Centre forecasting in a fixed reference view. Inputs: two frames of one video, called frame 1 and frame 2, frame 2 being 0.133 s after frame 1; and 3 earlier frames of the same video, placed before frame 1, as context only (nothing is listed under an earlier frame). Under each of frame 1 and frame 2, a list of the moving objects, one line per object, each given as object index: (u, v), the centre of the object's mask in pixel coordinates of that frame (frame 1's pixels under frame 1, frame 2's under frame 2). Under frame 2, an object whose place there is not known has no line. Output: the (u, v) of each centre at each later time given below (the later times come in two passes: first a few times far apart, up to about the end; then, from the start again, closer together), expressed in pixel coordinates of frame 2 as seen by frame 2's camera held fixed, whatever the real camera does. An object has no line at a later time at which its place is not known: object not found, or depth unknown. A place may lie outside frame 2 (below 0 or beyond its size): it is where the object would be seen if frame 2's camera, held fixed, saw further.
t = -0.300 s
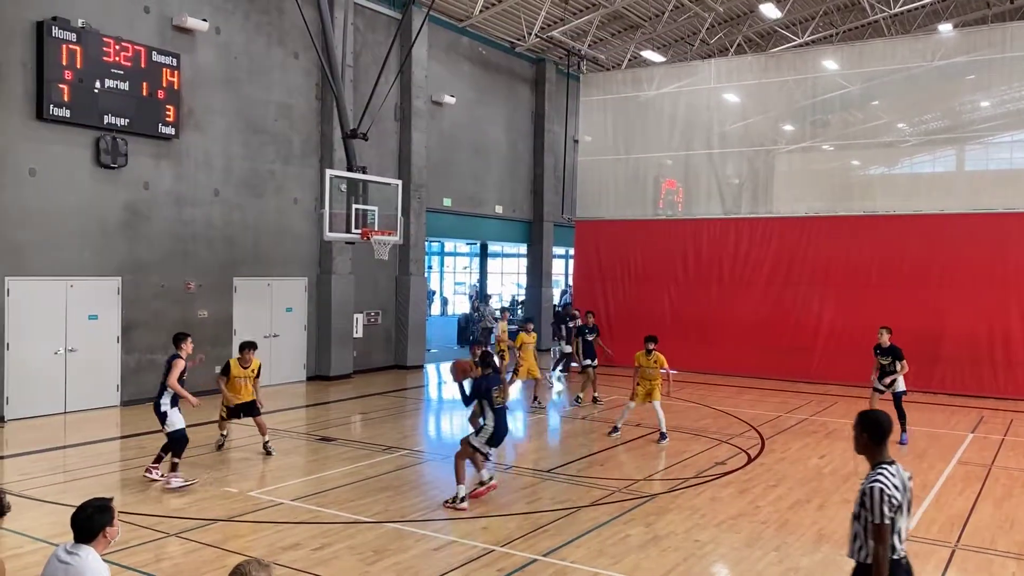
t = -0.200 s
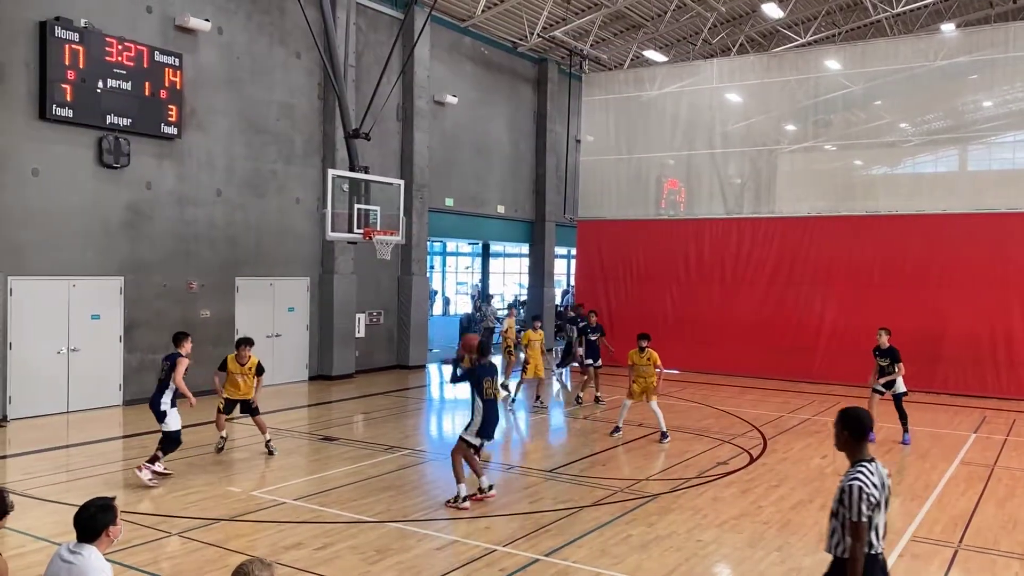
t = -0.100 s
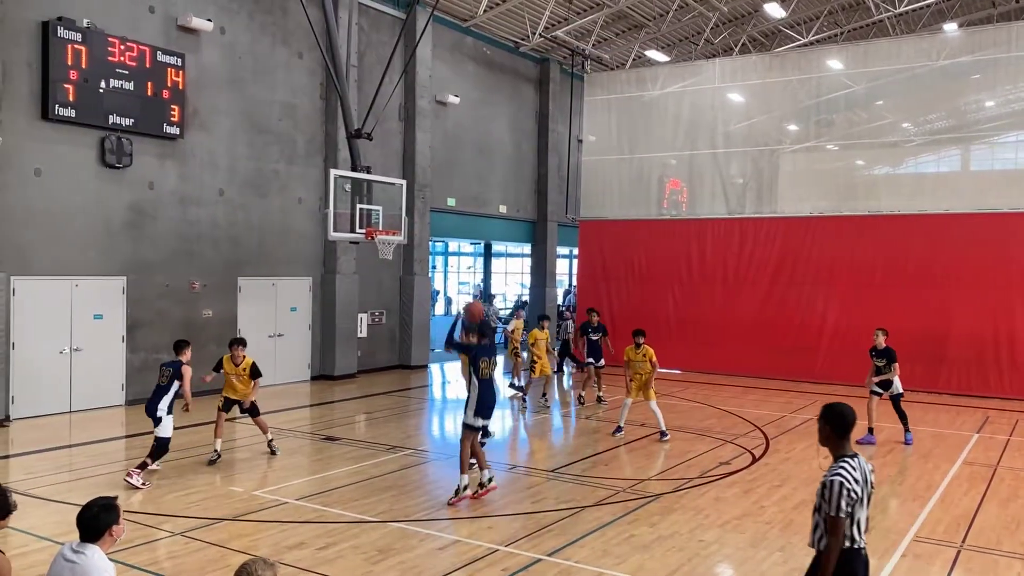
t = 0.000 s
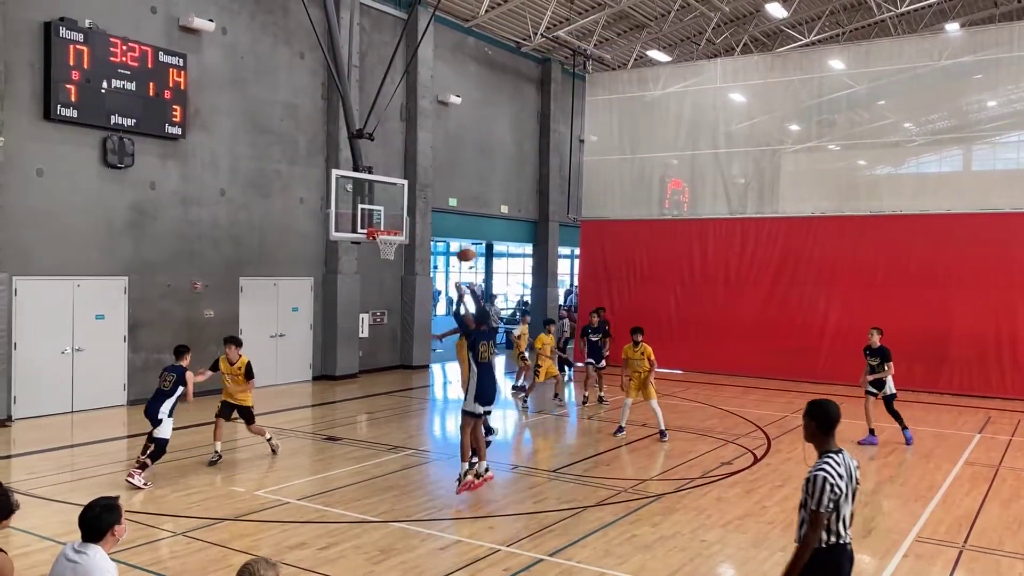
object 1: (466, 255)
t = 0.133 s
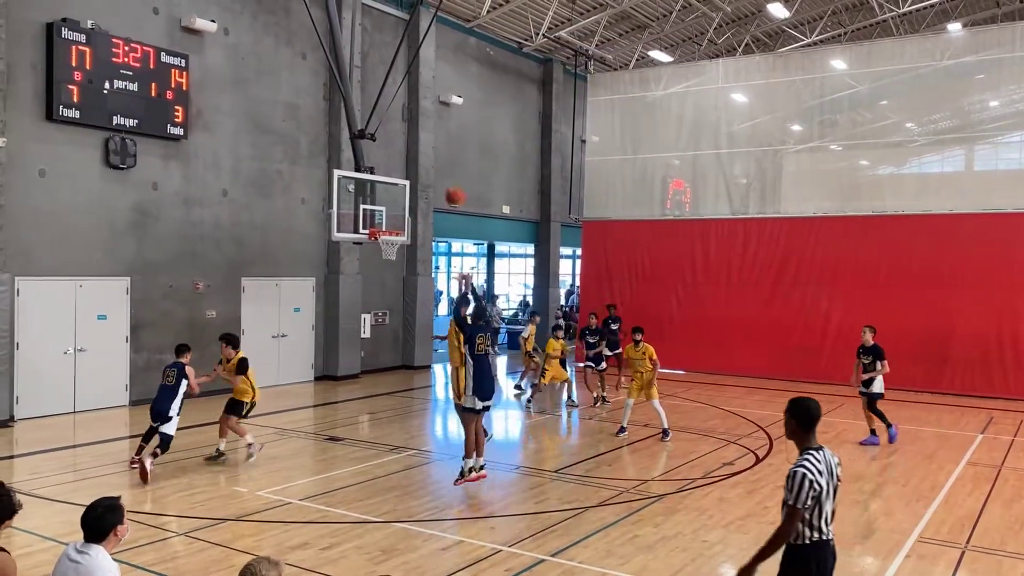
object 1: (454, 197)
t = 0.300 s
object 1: (441, 151)
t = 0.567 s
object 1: (422, 129)
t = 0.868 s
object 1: (404, 161)
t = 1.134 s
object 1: (390, 227)
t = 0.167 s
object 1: (451, 184)
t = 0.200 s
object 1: (449, 175)
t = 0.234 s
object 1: (446, 165)
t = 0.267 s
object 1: (444, 158)
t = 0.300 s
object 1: (441, 151)
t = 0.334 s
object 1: (438, 145)
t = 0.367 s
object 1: (436, 140)
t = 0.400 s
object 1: (433, 136)
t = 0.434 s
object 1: (432, 132)
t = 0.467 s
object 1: (429, 131)
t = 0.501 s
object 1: (427, 129)
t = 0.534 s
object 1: (425, 128)
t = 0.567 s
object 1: (422, 129)
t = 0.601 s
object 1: (420, 129)
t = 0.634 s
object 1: (418, 131)
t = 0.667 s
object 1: (417, 132)
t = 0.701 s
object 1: (414, 136)
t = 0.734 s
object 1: (412, 140)
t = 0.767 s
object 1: (410, 145)
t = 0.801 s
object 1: (408, 149)
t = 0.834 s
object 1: (406, 155)
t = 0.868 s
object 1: (404, 161)
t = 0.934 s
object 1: (400, 175)
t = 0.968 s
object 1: (398, 183)
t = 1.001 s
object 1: (396, 192)
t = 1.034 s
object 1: (395, 200)
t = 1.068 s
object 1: (393, 210)
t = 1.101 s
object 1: (391, 219)
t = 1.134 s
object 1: (390, 227)
